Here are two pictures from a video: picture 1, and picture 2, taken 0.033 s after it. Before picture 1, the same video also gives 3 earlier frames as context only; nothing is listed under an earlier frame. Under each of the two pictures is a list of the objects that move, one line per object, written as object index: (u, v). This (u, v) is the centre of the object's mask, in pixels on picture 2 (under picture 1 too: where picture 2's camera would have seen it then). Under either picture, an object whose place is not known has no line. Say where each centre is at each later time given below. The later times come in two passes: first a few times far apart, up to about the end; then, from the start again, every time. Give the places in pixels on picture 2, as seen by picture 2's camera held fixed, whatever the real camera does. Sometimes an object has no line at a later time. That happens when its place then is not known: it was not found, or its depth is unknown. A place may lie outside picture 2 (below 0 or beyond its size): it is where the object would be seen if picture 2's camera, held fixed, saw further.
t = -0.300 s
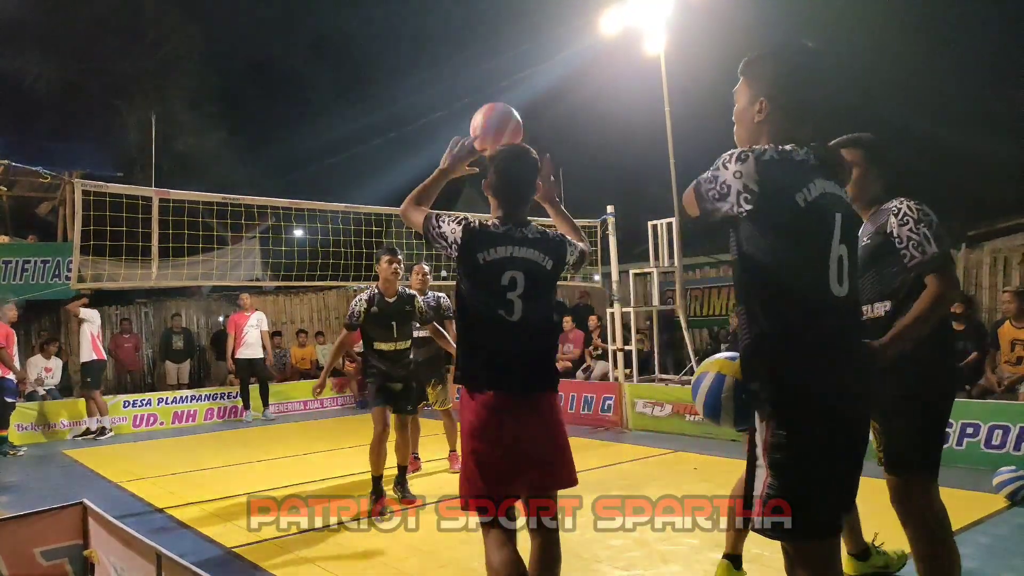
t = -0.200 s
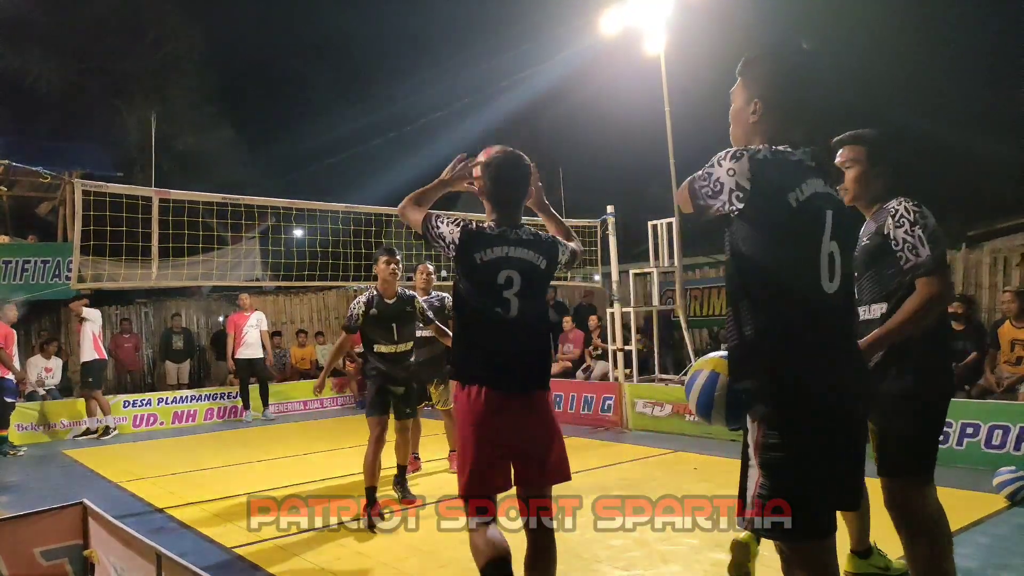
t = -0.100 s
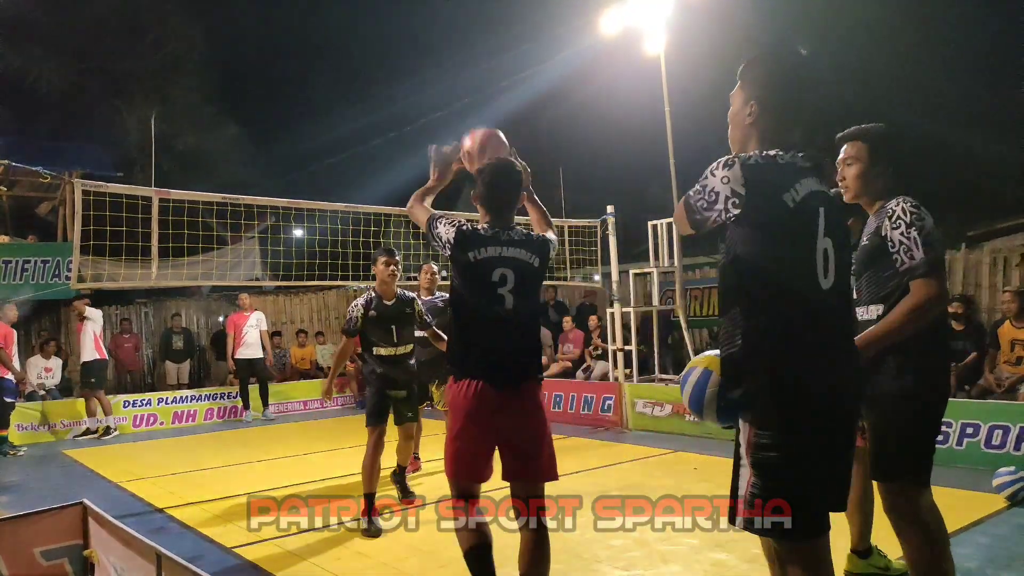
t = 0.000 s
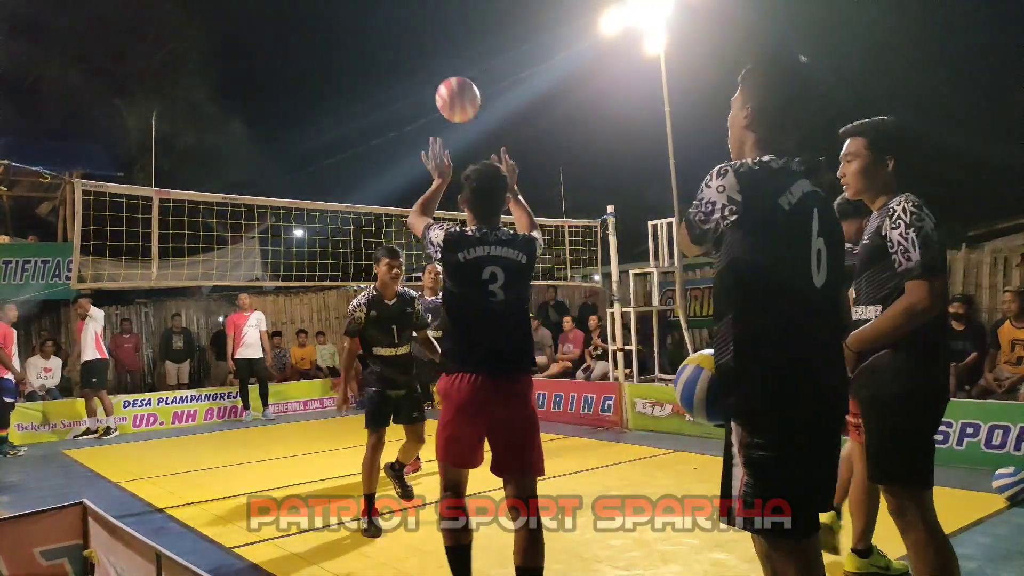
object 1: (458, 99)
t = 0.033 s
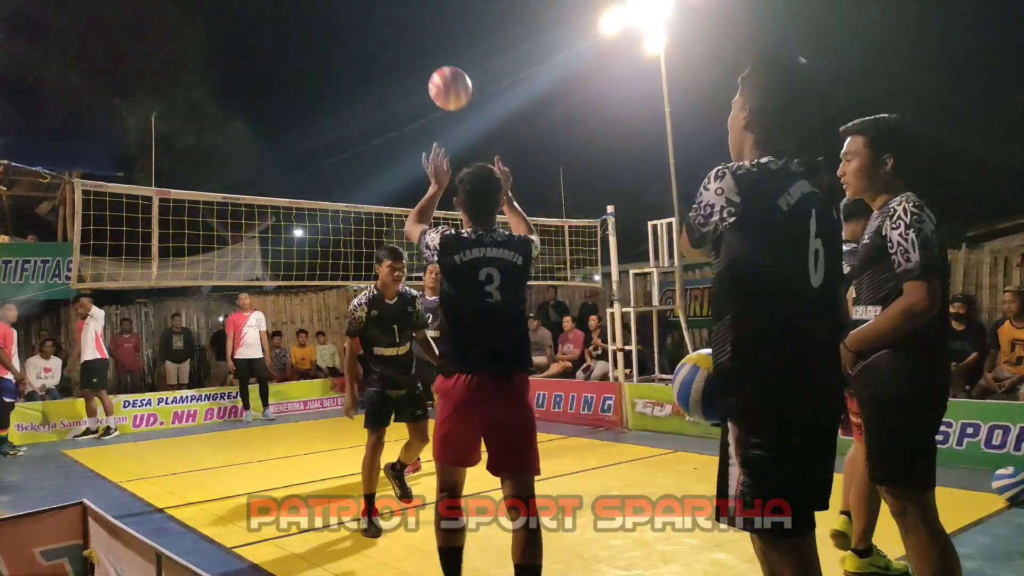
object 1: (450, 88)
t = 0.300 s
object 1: (405, 81)
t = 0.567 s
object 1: (379, 164)
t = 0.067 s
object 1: (443, 80)
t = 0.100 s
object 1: (437, 75)
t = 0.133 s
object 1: (430, 71)
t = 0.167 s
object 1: (424, 70)
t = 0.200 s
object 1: (419, 71)
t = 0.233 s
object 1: (415, 73)
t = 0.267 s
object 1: (410, 77)
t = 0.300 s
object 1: (405, 81)
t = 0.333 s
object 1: (401, 88)
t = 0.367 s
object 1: (396, 96)
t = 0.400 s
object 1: (393, 105)
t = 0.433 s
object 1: (389, 115)
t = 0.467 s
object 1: (386, 126)
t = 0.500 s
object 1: (384, 137)
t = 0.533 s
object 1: (381, 151)
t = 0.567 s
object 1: (379, 164)
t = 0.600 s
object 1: (377, 181)
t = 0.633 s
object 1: (375, 196)
